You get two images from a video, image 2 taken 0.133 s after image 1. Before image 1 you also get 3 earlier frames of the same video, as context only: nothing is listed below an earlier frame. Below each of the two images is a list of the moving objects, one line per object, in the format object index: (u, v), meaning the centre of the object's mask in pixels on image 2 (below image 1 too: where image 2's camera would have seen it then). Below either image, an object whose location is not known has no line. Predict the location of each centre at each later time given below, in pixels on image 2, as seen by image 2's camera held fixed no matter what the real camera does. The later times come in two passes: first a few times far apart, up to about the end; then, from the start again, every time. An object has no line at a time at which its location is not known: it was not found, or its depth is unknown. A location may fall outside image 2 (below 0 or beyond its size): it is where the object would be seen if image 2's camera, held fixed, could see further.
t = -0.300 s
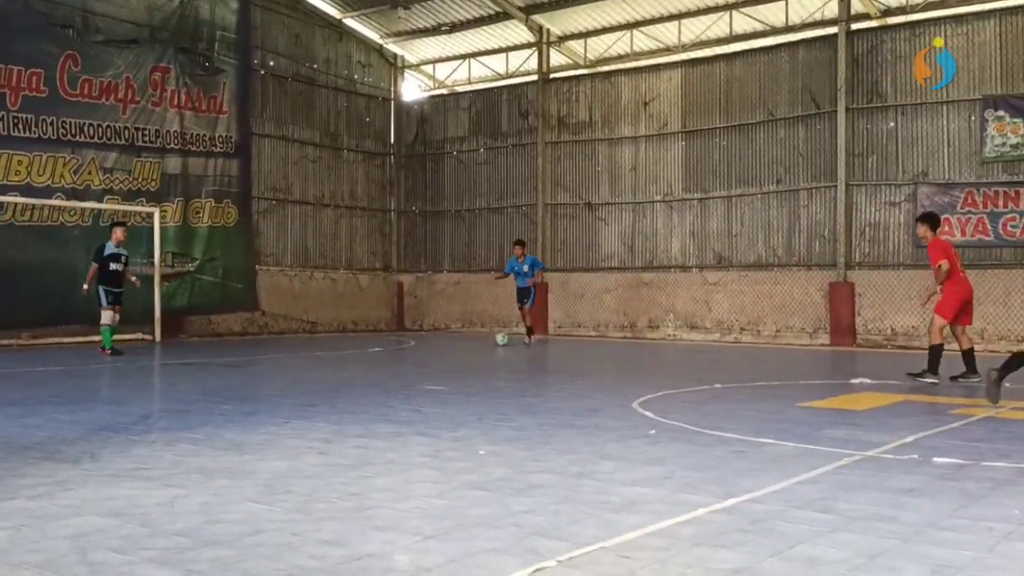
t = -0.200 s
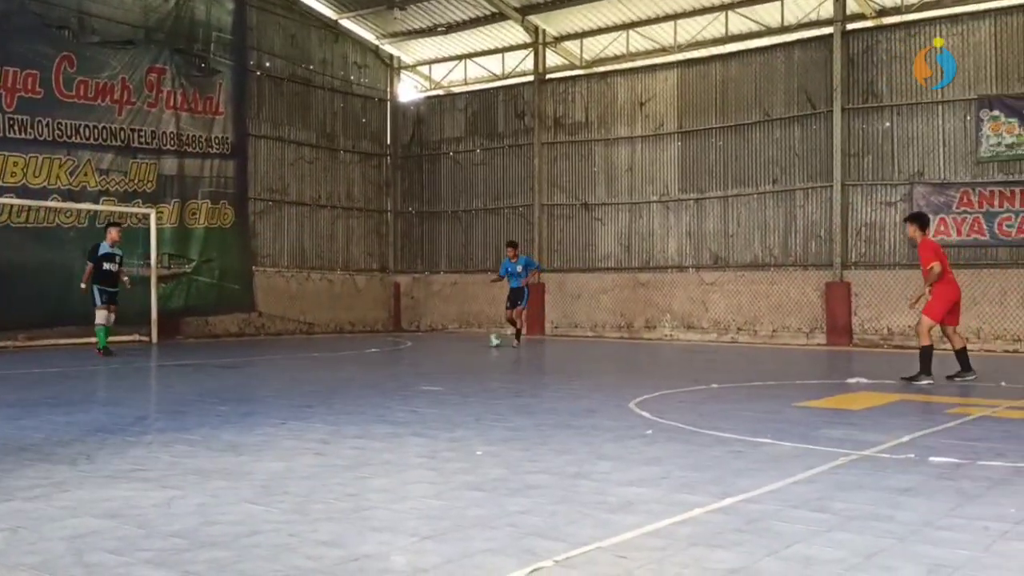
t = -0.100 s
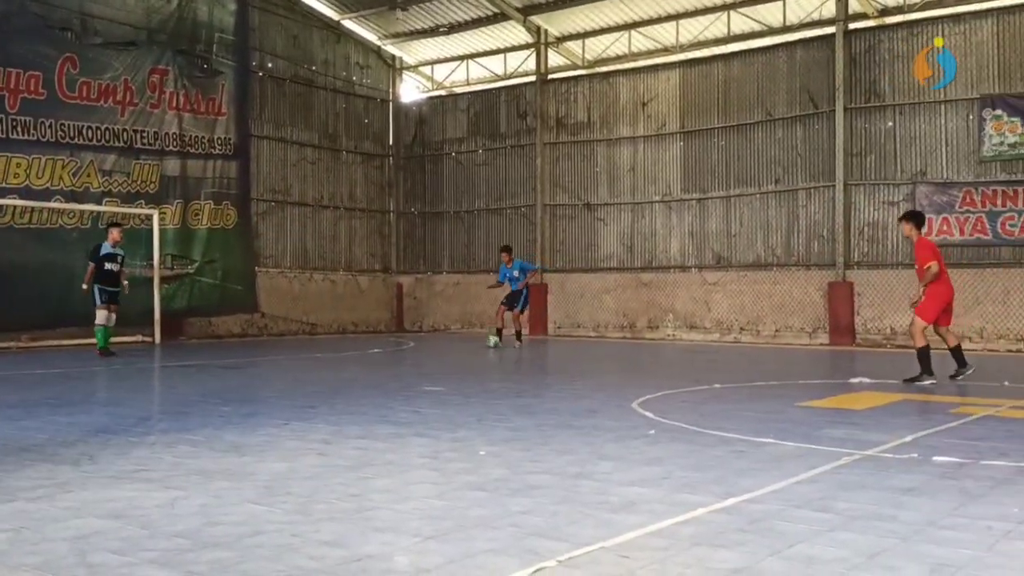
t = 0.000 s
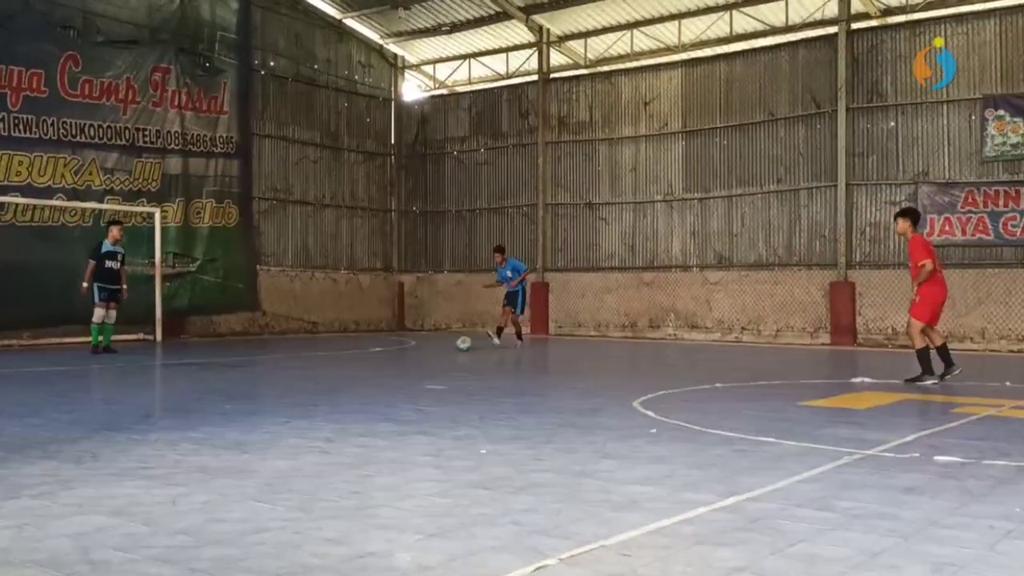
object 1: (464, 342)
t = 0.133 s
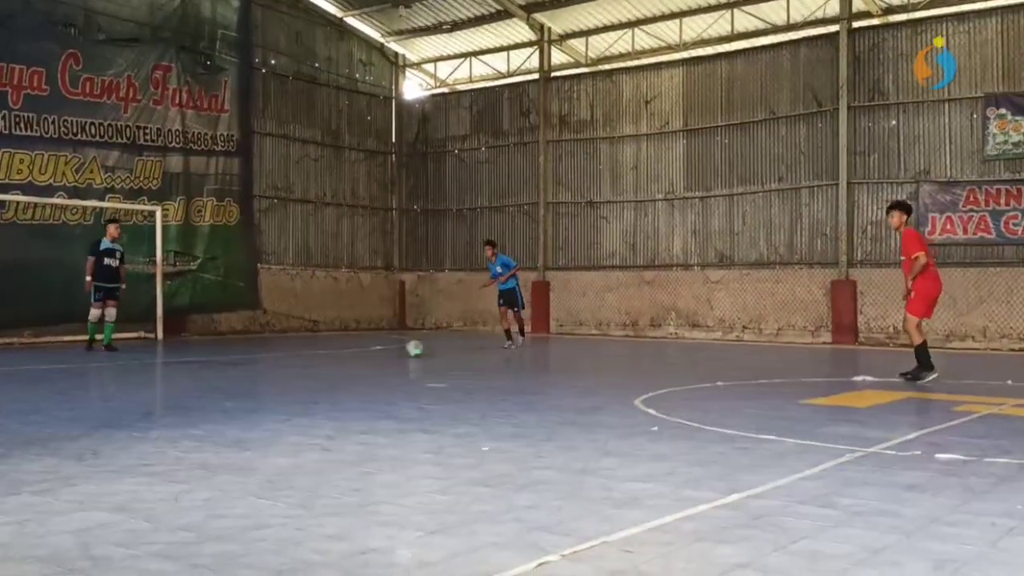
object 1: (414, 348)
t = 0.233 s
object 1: (370, 354)
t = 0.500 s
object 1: (211, 375)
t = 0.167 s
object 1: (400, 351)
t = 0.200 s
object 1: (385, 354)
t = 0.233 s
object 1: (370, 354)
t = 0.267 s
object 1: (355, 356)
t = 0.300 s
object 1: (337, 358)
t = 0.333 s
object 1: (318, 361)
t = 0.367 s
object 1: (300, 363)
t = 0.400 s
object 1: (279, 365)
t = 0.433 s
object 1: (258, 368)
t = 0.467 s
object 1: (235, 373)
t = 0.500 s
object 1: (211, 375)
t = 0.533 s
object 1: (187, 378)
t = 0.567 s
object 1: (159, 385)
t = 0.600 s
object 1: (132, 386)
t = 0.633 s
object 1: (101, 388)
